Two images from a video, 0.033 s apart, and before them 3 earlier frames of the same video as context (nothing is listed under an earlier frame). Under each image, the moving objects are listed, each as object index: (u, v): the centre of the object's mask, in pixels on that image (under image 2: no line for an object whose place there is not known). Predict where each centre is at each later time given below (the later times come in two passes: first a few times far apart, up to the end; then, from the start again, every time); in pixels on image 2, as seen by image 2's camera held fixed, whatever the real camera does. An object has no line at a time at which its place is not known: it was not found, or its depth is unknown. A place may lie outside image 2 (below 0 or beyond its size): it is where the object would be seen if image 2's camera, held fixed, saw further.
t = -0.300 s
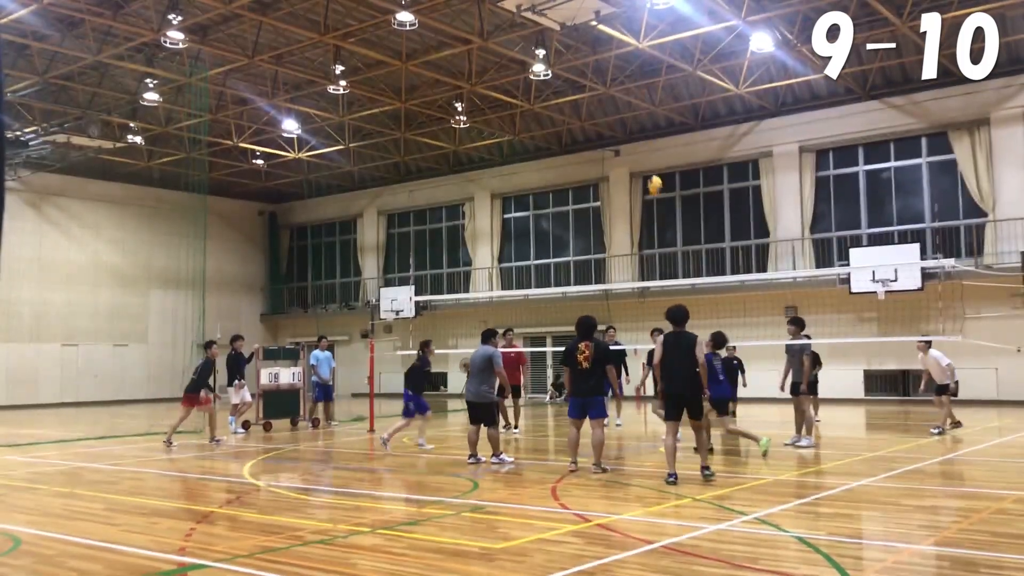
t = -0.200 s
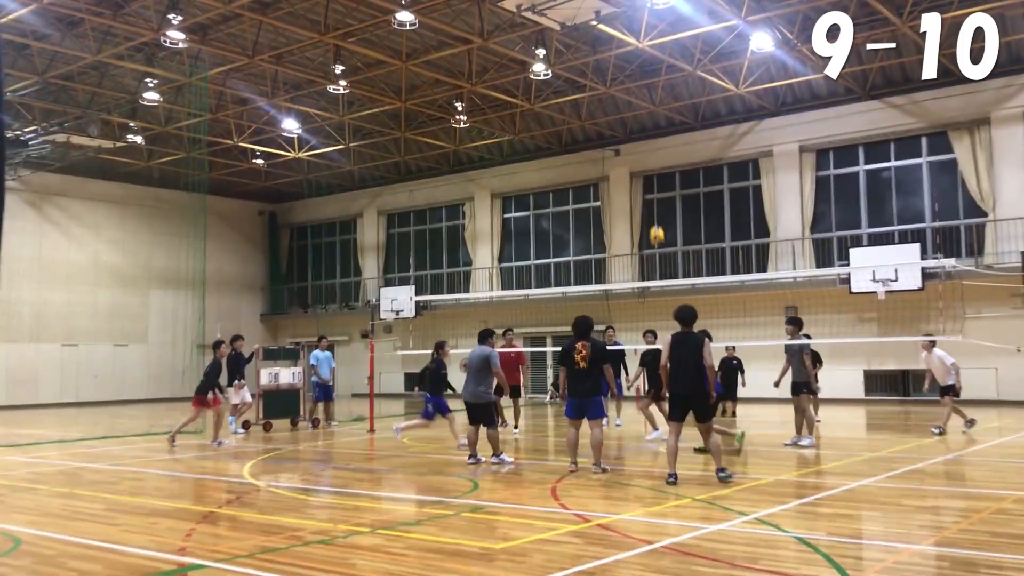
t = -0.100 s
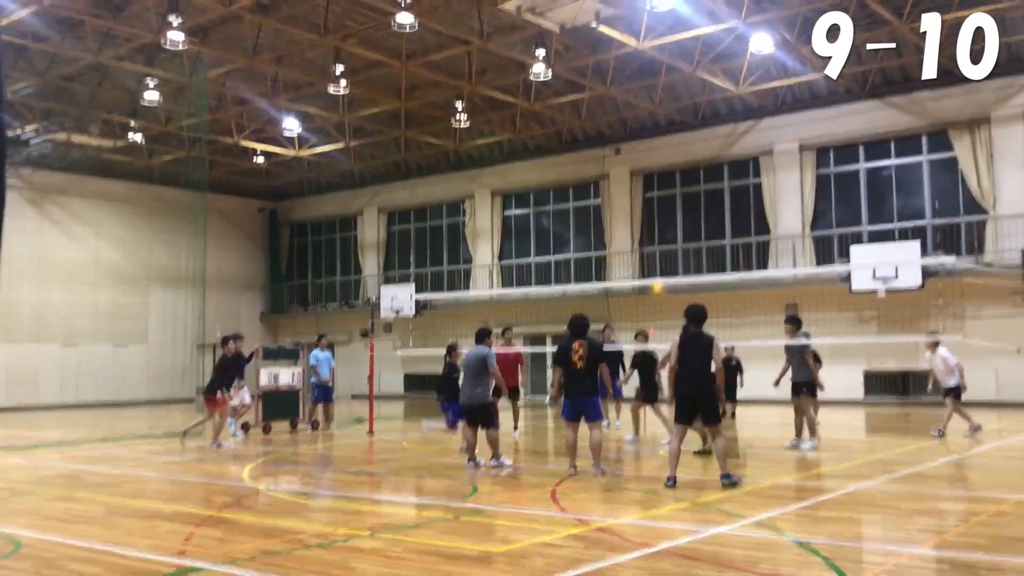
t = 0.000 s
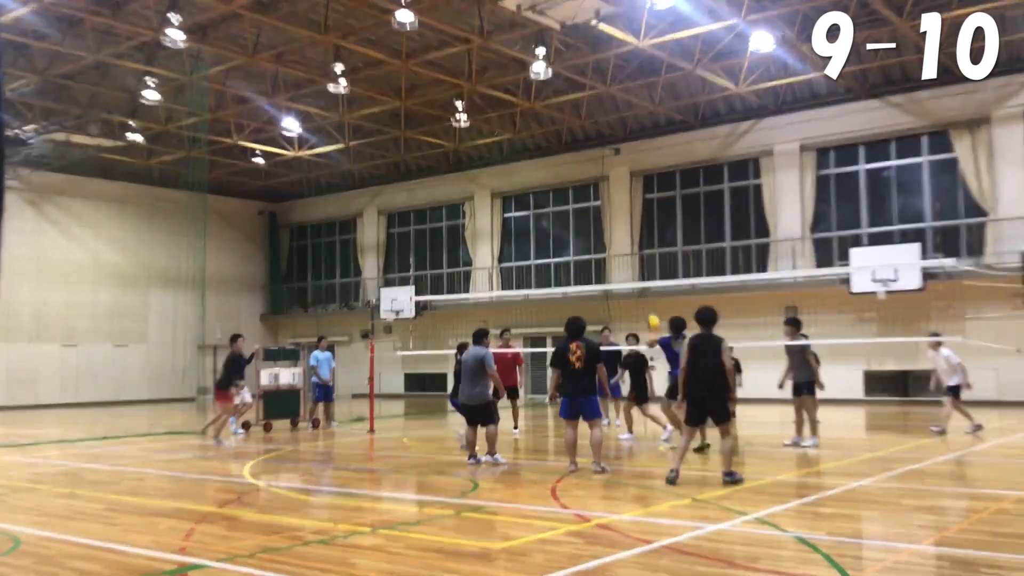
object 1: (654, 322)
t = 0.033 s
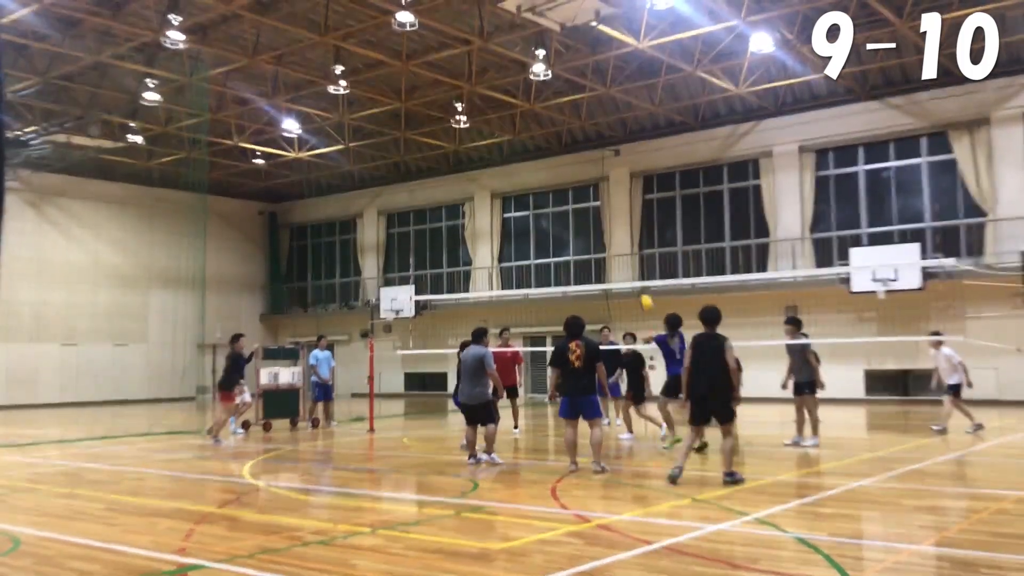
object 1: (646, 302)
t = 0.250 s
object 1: (603, 208)
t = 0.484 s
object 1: (564, 149)
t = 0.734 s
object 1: (527, 129)
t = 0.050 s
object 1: (643, 293)
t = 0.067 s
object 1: (638, 283)
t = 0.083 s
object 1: (636, 276)
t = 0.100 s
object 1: (632, 267)
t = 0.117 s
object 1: (629, 259)
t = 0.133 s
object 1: (625, 252)
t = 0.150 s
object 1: (623, 244)
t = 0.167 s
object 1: (619, 237)
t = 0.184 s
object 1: (616, 230)
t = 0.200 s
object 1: (613, 224)
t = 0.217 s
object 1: (610, 217)
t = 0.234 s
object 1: (606, 213)
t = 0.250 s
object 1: (603, 208)
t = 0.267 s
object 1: (601, 203)
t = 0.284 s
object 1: (598, 197)
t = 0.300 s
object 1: (594, 192)
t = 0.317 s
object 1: (591, 188)
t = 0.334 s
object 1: (589, 182)
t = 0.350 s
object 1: (586, 178)
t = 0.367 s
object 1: (583, 174)
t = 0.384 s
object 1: (581, 170)
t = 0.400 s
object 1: (578, 165)
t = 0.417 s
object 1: (575, 162)
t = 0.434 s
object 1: (573, 158)
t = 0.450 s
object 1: (569, 155)
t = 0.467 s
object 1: (567, 151)
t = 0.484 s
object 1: (564, 149)
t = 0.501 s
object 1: (562, 147)
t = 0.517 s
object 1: (559, 145)
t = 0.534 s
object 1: (557, 143)
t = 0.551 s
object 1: (554, 141)
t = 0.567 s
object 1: (551, 139)
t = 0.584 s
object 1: (549, 137)
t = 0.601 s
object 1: (546, 135)
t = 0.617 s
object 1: (544, 134)
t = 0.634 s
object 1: (541, 133)
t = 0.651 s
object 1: (539, 132)
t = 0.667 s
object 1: (537, 131)
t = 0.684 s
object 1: (534, 130)
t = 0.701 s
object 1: (532, 129)
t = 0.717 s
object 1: (529, 129)
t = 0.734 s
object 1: (527, 129)
